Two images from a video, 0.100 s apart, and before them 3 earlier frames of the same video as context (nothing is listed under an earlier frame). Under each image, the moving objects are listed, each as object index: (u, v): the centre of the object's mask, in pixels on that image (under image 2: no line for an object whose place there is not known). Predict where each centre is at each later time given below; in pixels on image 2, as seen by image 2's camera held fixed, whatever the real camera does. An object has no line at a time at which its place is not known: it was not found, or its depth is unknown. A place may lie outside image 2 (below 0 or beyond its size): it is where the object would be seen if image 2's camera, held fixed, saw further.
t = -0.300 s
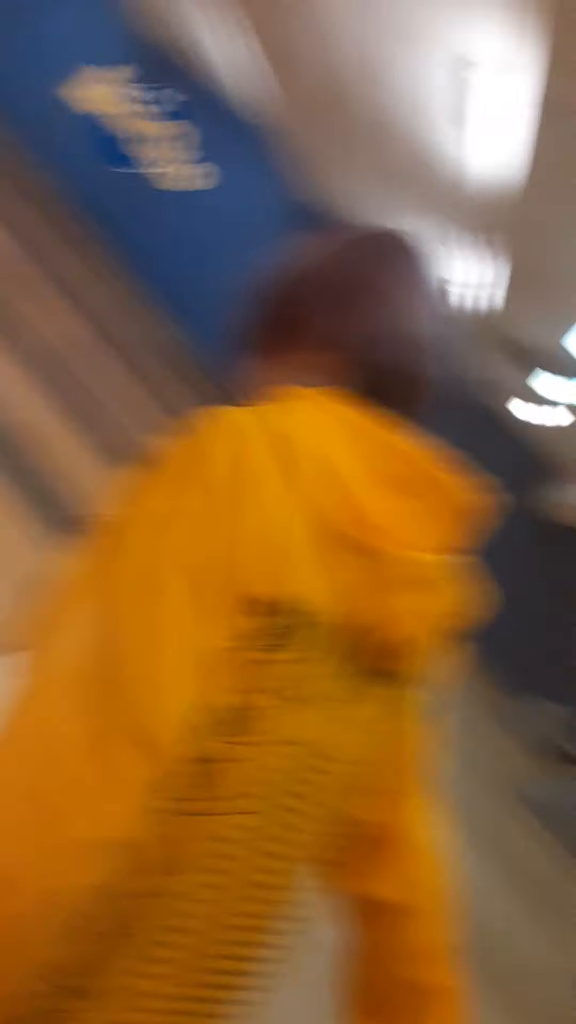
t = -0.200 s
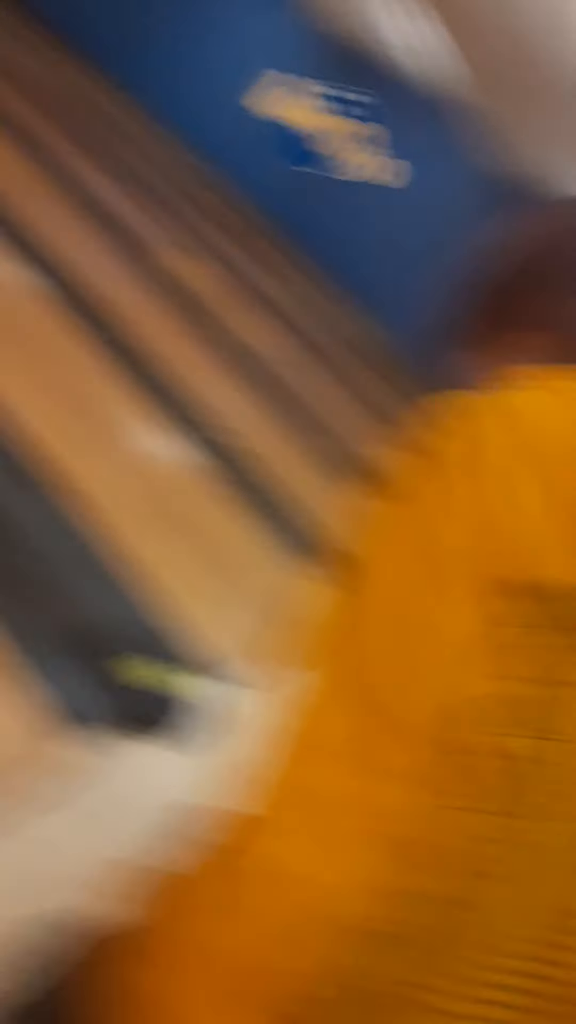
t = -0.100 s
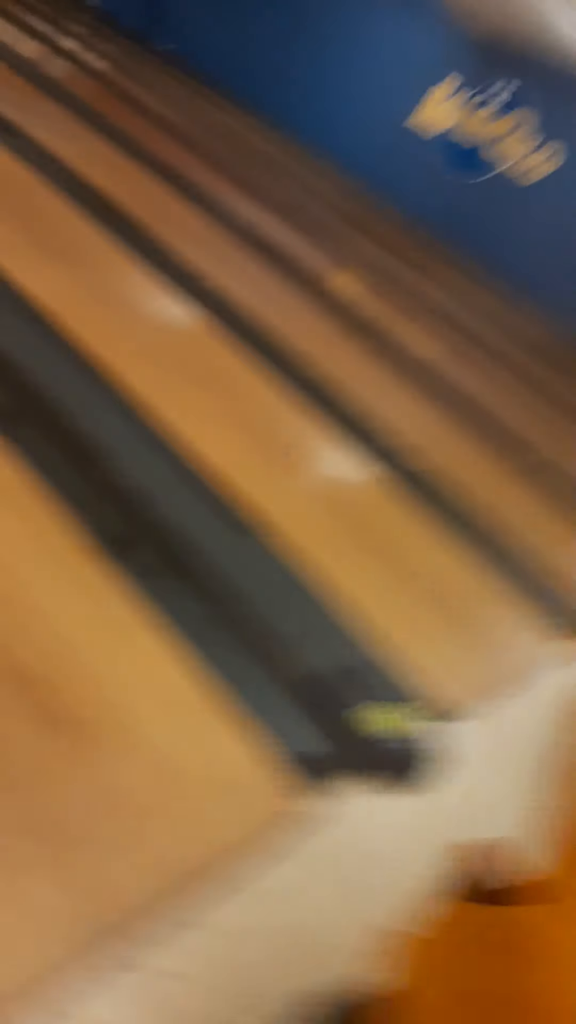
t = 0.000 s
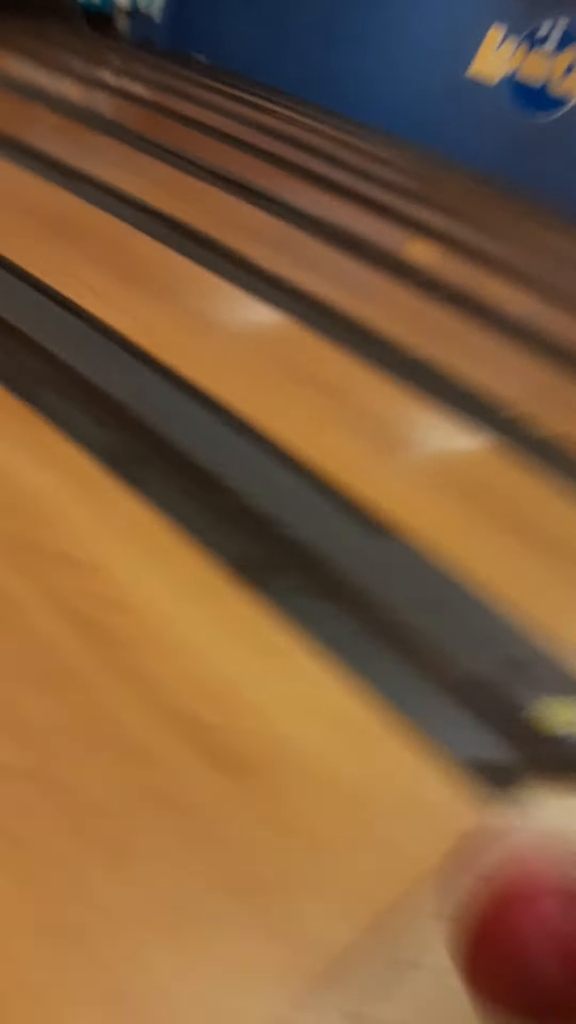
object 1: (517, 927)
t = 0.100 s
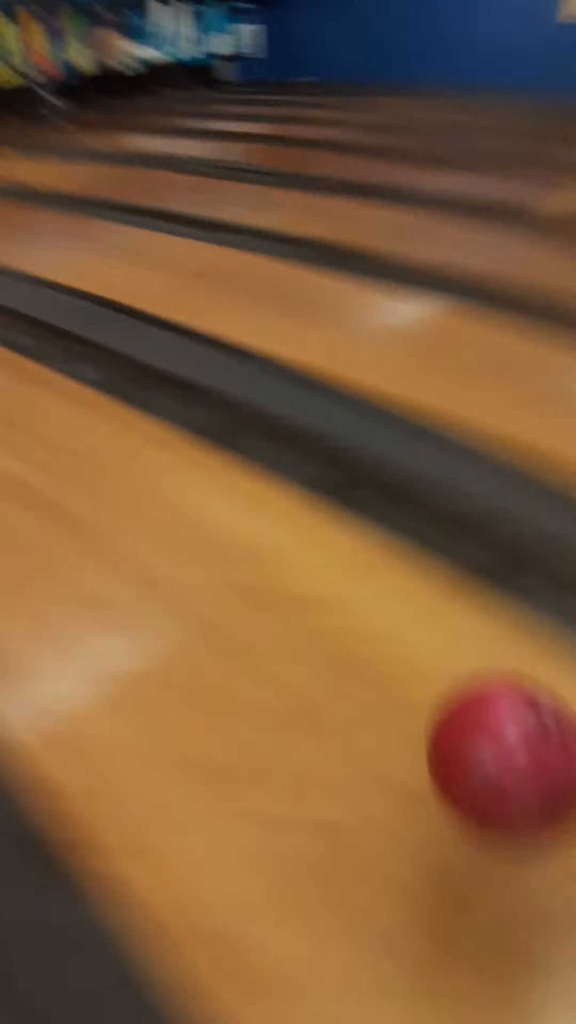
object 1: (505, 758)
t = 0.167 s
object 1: (362, 737)
